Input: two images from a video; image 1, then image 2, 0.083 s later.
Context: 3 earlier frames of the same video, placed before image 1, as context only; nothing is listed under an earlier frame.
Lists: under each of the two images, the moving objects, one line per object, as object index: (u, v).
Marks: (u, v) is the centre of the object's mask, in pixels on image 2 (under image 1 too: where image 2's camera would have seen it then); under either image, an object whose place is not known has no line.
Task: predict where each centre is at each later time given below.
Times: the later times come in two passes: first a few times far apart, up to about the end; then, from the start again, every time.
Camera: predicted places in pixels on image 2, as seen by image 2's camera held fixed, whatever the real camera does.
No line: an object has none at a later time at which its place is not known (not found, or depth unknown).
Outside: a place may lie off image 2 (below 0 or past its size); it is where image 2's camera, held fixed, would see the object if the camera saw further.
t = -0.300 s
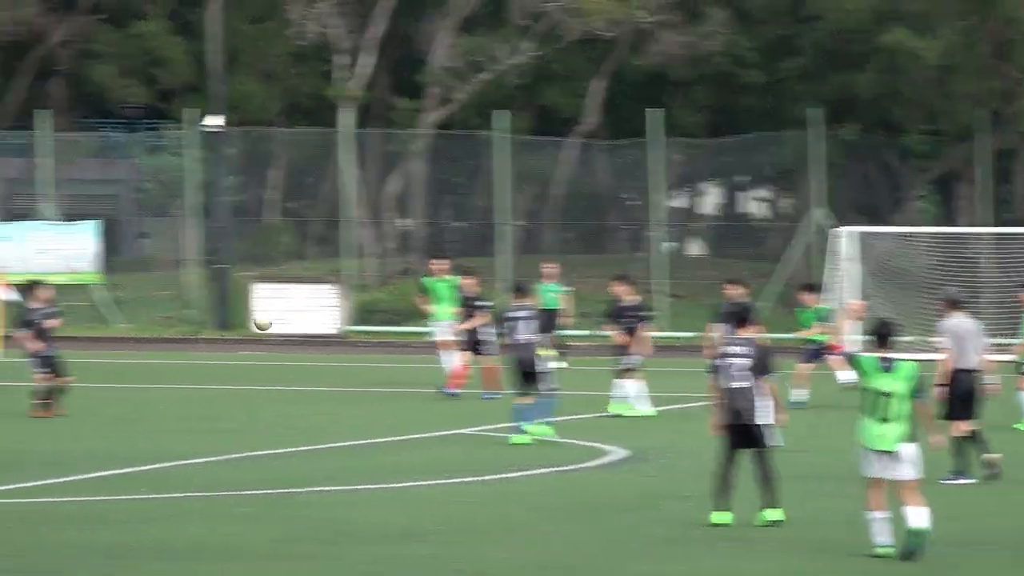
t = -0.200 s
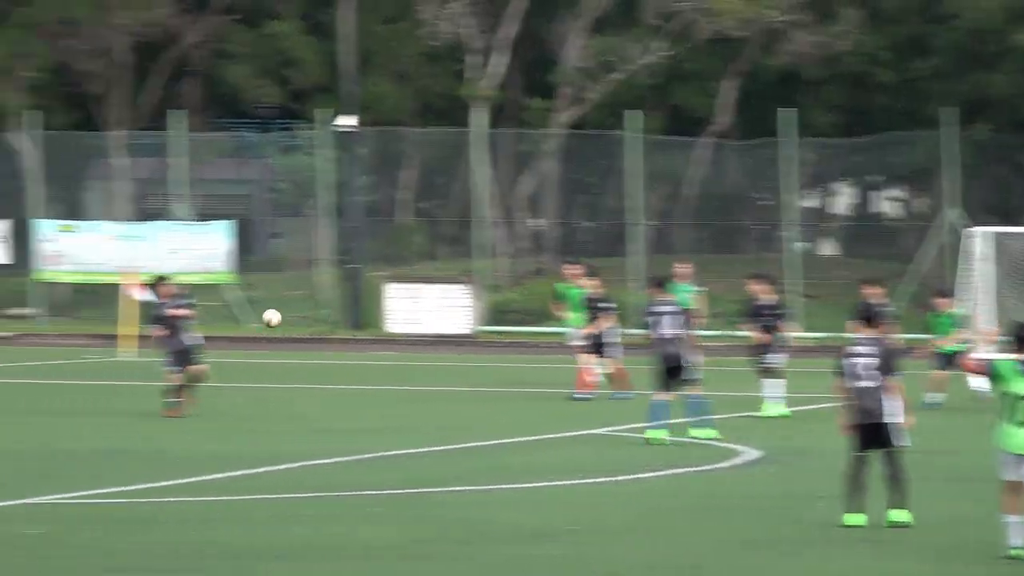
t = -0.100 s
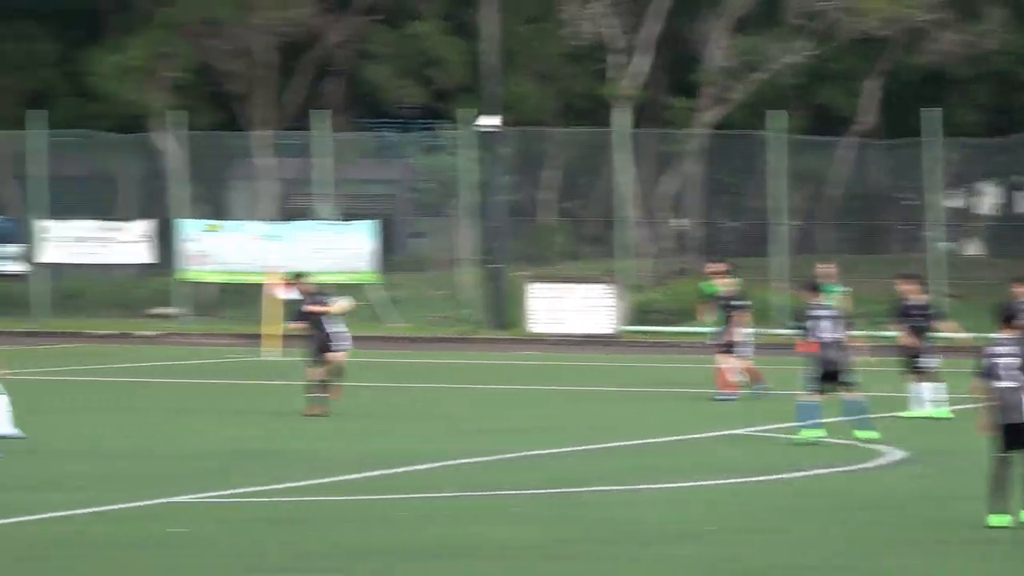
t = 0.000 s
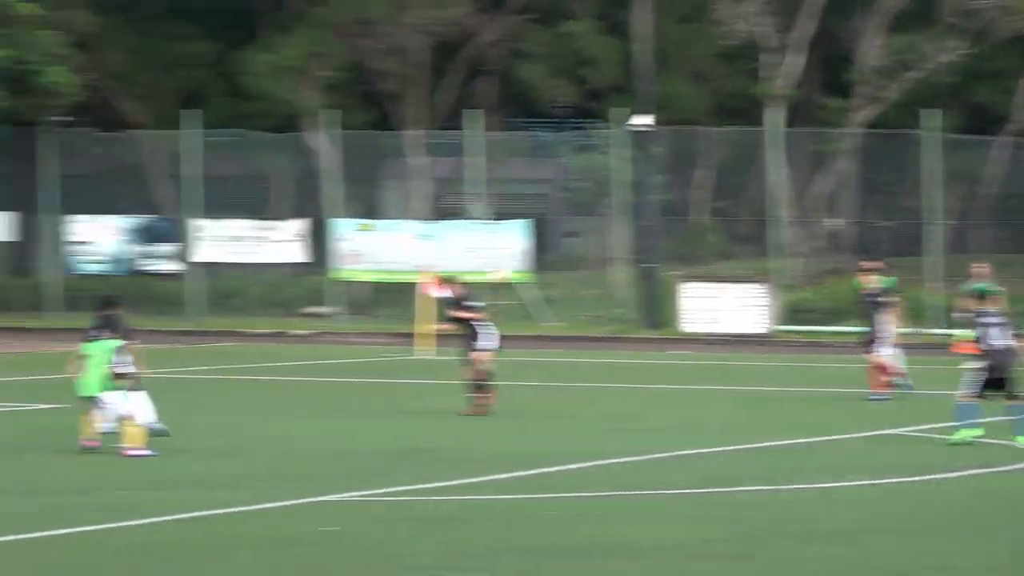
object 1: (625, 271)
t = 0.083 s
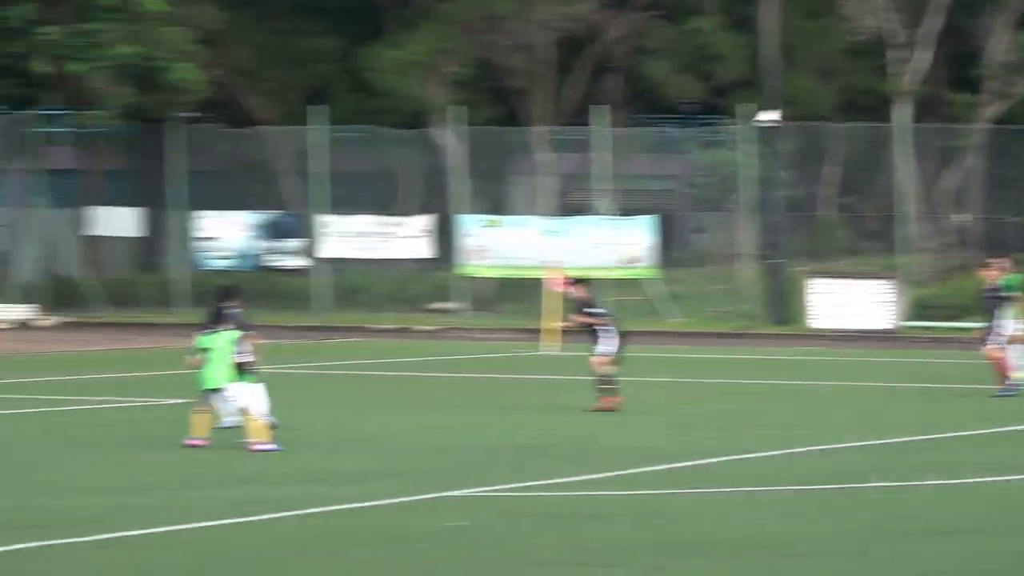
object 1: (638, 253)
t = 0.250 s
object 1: (646, 235)
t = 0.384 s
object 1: (653, 233)
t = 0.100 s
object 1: (636, 251)
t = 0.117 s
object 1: (636, 249)
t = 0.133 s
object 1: (636, 246)
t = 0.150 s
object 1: (640, 244)
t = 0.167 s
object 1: (641, 243)
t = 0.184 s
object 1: (641, 241)
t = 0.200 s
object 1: (642, 239)
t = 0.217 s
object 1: (643, 238)
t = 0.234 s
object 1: (646, 236)
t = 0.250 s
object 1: (646, 235)
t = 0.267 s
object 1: (647, 233)
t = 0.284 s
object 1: (648, 233)
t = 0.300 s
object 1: (648, 232)
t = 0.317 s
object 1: (649, 232)
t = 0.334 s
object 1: (650, 232)
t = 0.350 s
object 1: (651, 233)
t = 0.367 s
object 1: (652, 233)
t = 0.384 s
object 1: (653, 233)
